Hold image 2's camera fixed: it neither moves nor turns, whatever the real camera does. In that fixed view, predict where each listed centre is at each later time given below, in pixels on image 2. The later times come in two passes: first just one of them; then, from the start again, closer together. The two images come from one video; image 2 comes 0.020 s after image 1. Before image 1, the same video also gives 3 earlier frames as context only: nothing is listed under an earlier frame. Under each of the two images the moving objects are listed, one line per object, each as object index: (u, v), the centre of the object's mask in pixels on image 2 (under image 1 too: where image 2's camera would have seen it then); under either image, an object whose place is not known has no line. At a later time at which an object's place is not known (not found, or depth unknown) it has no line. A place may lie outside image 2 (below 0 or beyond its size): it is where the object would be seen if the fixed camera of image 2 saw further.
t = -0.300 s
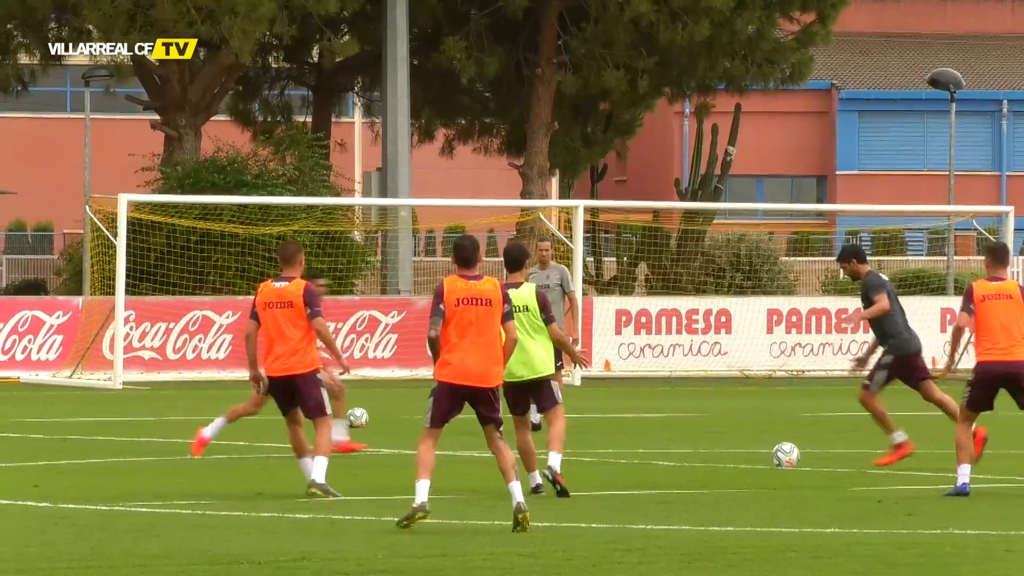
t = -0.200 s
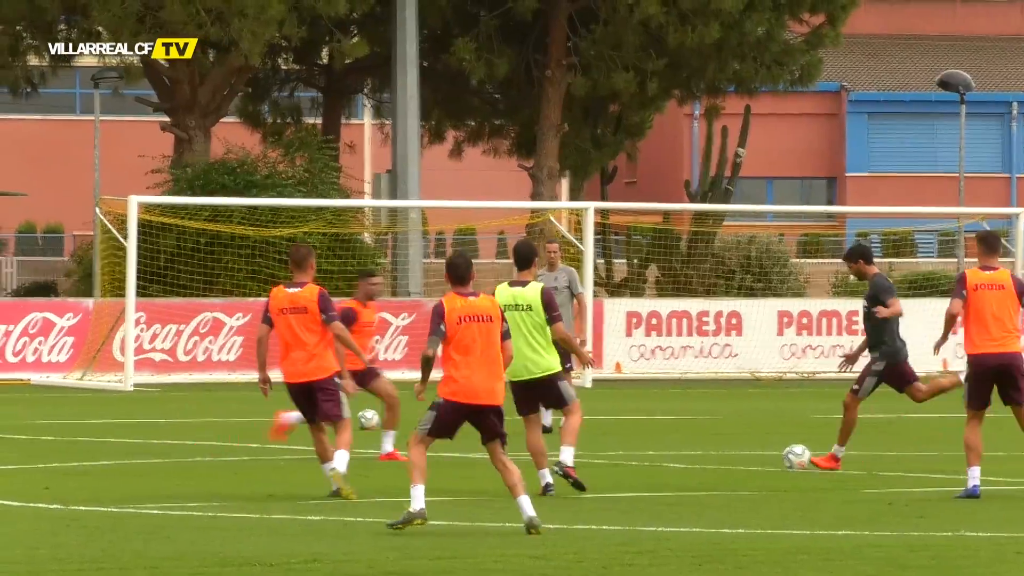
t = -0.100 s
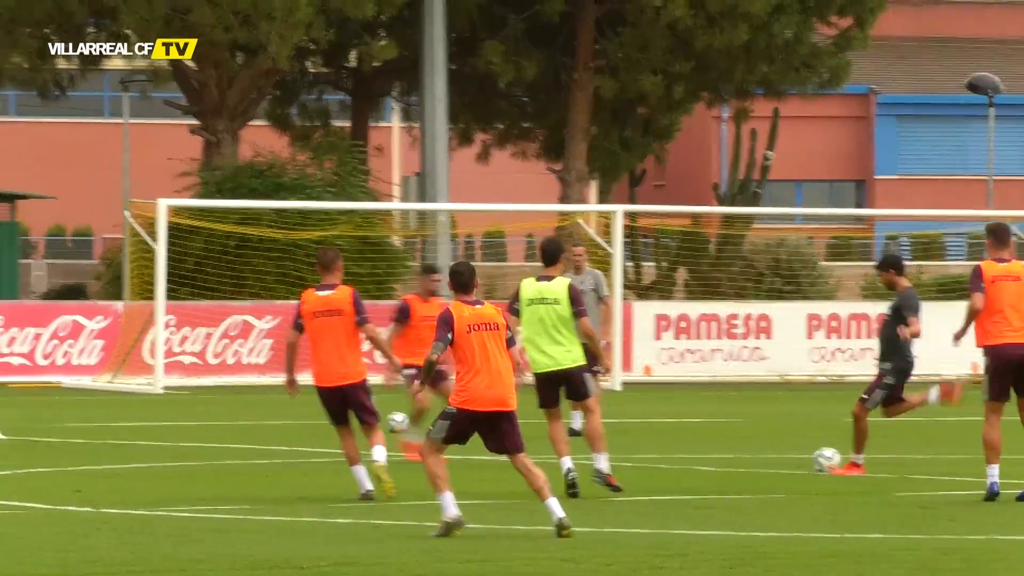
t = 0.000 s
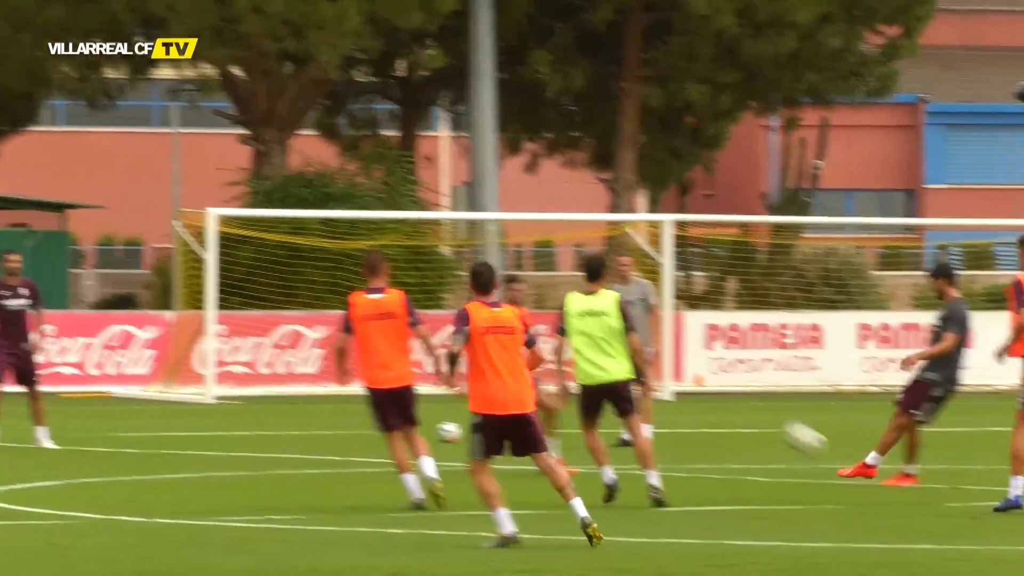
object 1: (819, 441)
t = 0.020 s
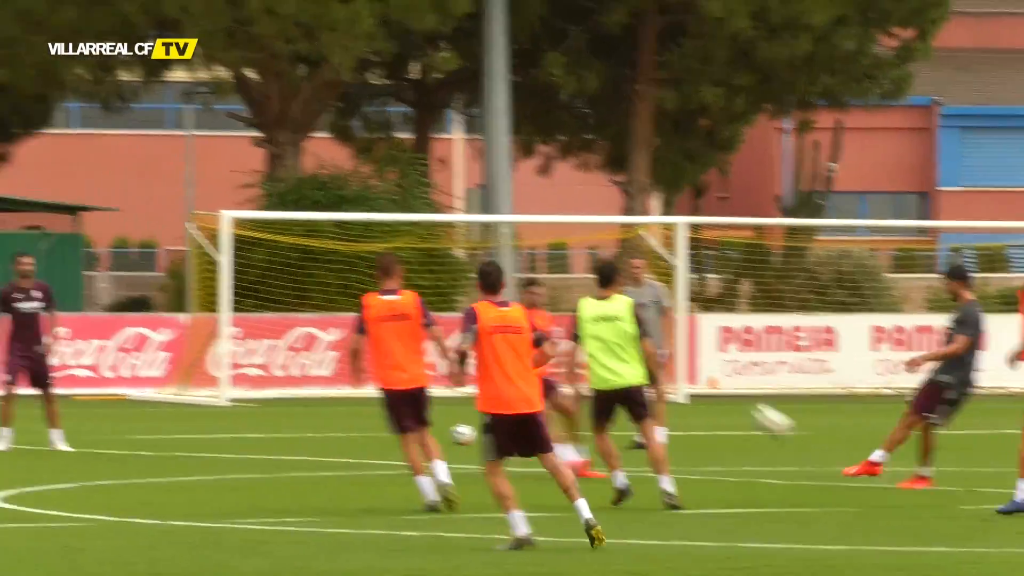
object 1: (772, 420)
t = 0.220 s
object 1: (316, 234)
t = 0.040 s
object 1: (726, 402)
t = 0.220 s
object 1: (316, 234)
